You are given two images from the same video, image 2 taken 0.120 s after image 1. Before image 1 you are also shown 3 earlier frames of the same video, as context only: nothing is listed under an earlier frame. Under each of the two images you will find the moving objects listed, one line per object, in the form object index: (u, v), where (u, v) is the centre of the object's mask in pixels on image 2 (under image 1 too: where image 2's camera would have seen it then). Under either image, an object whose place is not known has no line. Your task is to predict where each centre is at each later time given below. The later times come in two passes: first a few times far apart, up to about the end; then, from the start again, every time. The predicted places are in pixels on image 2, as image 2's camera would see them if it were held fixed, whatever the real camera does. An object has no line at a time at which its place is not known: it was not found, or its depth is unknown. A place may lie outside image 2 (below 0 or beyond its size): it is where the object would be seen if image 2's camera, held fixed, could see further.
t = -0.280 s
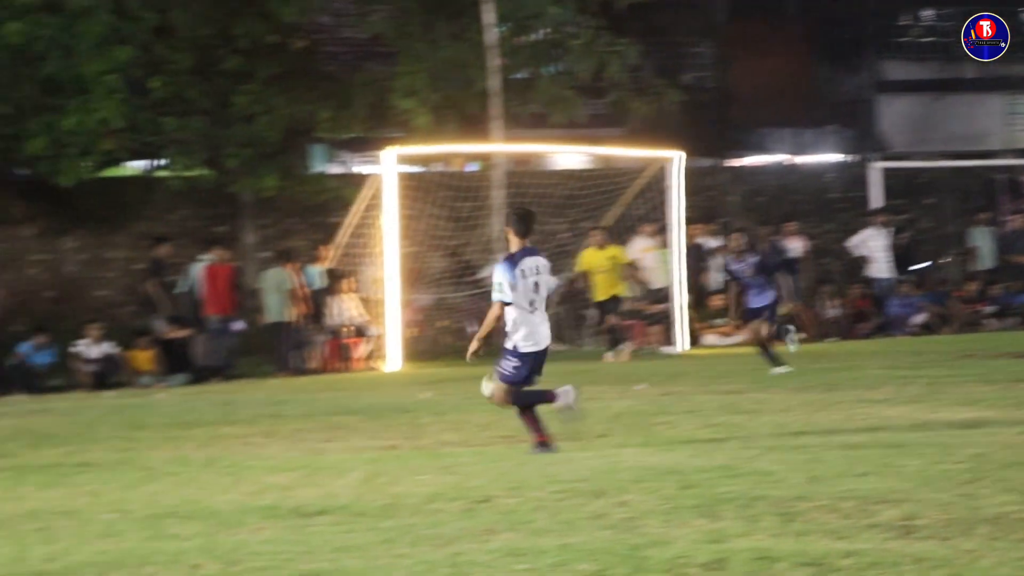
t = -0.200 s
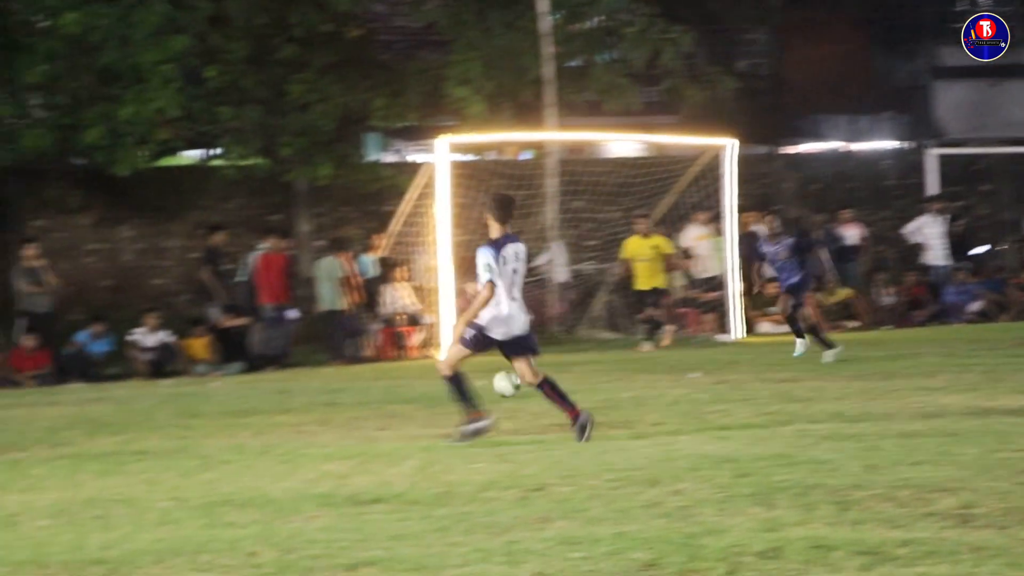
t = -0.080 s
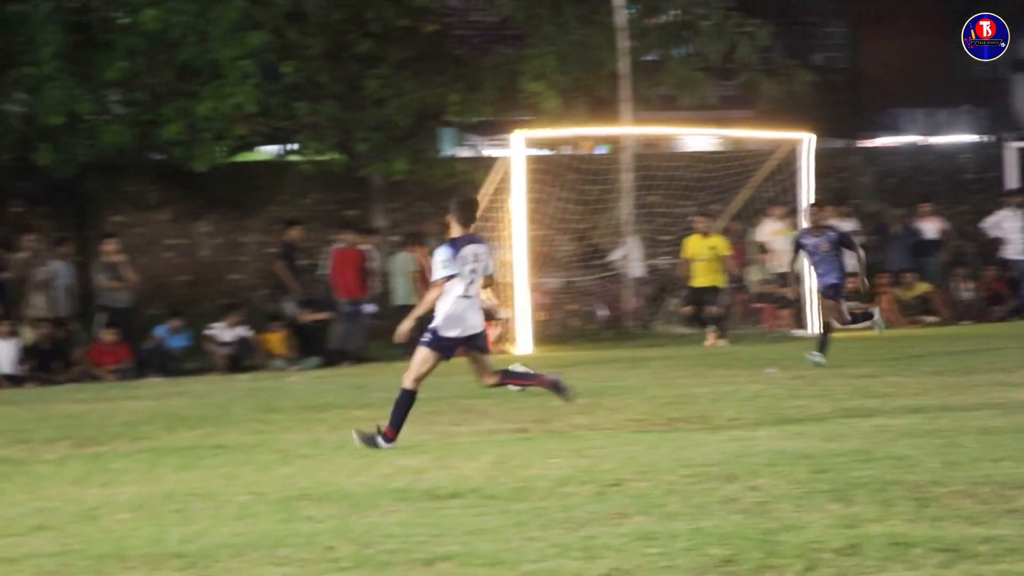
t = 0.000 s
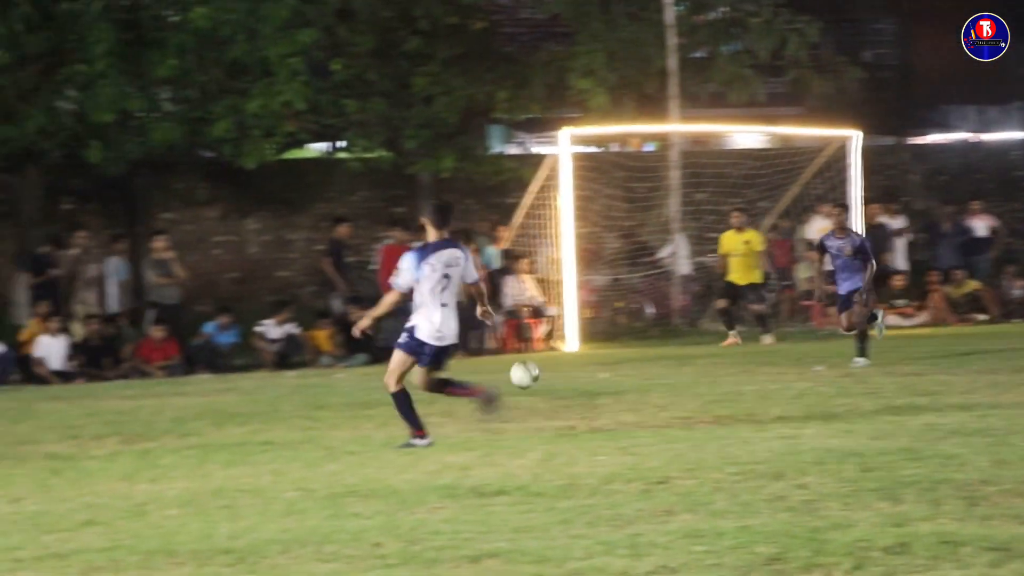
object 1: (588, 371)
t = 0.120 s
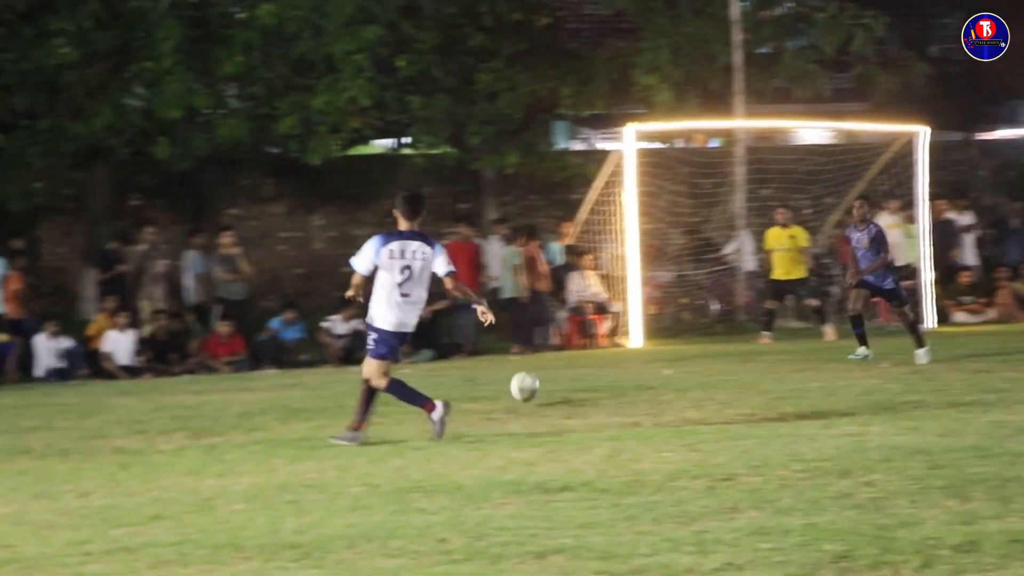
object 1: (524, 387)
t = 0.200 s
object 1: (481, 395)
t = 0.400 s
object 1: (362, 396)
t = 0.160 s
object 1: (503, 396)
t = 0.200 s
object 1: (481, 395)
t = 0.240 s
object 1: (457, 391)
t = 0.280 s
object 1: (434, 390)
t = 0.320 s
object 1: (410, 389)
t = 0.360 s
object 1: (385, 391)
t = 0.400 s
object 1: (362, 396)
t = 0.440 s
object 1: (337, 402)
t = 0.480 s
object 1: (311, 411)
